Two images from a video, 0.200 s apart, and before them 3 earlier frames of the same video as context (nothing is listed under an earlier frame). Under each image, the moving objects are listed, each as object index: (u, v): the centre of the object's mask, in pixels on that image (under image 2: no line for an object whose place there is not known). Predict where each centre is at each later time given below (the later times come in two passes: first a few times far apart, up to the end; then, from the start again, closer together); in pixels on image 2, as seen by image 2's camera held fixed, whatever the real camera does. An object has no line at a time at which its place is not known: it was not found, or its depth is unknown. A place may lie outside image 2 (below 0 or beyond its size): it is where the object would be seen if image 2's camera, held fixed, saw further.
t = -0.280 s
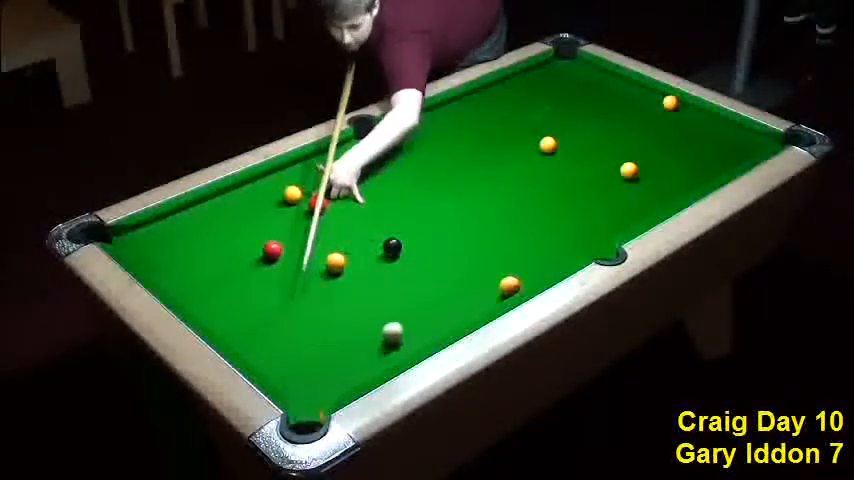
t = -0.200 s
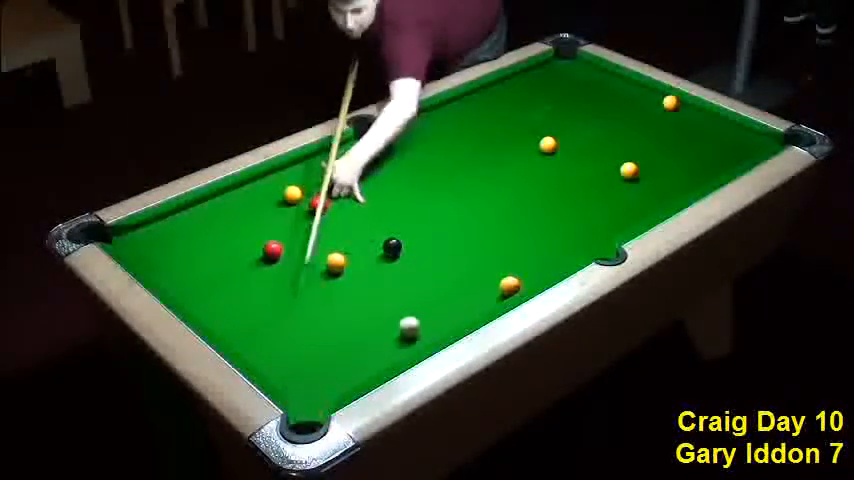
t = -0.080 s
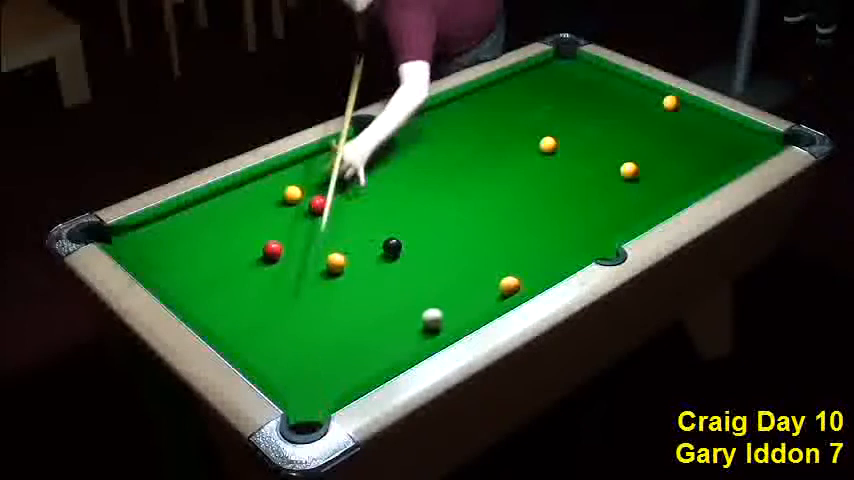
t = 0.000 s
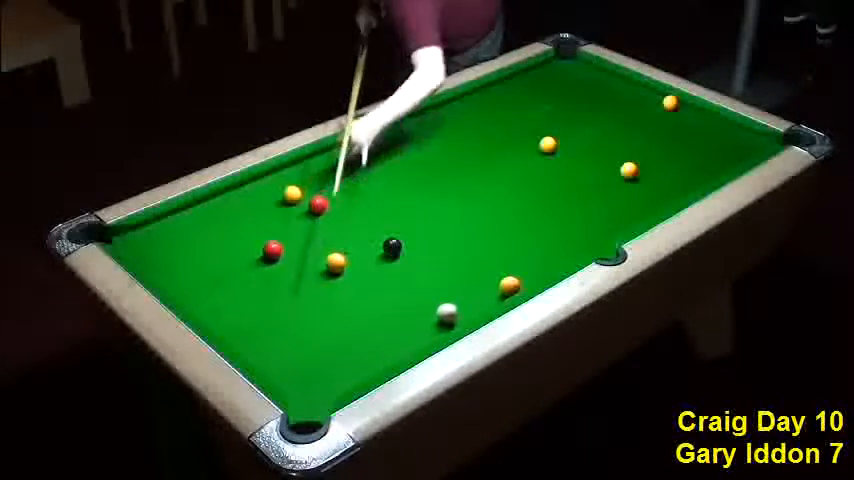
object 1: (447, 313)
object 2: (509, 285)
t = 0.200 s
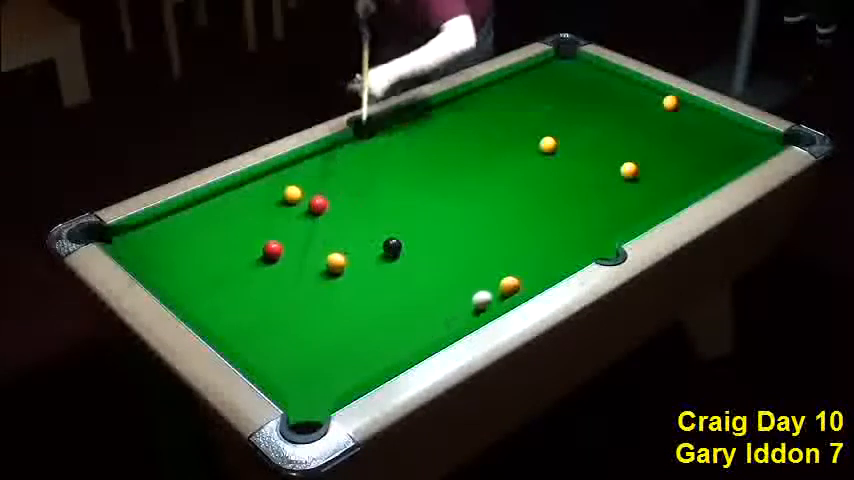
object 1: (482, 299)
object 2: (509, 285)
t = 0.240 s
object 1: (488, 297)
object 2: (509, 285)
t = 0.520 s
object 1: (500, 293)
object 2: (526, 275)
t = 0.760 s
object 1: (498, 290)
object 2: (540, 266)
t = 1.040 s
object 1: (497, 287)
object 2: (555, 258)
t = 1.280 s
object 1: (496, 287)
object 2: (565, 251)
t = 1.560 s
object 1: (496, 286)
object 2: (576, 244)
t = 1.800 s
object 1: (496, 286)
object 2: (583, 239)
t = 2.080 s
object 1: (496, 286)
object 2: (589, 235)
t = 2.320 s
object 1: (496, 286)
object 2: (594, 232)
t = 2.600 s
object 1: (496, 287)
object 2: (598, 230)
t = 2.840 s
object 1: (496, 287)
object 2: (600, 228)
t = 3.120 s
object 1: (495, 286)
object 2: (599, 228)
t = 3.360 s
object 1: (496, 286)
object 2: (600, 228)
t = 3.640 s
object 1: (495, 286)
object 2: (599, 228)
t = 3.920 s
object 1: (496, 286)
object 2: (599, 228)
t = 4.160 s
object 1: (495, 286)
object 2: (599, 228)
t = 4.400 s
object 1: (495, 286)
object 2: (599, 228)
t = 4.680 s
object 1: (495, 286)
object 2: (599, 228)
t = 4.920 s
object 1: (495, 286)
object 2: (599, 228)
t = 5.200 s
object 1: (496, 286)
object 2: (600, 228)
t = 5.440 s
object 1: (496, 286)
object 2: (600, 228)
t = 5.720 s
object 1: (496, 286)
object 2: (599, 228)
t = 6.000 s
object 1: (496, 287)
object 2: (599, 228)
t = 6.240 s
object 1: (496, 287)
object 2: (599, 228)
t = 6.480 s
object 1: (495, 286)
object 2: (600, 228)
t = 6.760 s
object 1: (495, 286)
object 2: (600, 228)
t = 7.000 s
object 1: (496, 286)
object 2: (600, 228)
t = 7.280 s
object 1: (496, 286)
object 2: (600, 228)
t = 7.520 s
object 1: (495, 286)
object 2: (600, 228)
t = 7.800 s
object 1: (495, 286)
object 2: (599, 228)
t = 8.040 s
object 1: (495, 286)
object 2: (599, 228)
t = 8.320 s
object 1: (495, 286)
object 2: (599, 228)
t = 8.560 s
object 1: (495, 286)
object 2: (599, 228)
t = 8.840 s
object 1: (495, 286)
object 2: (599, 228)
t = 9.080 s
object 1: (496, 286)
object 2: (599, 228)
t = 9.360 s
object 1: (495, 286)
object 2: (599, 228)
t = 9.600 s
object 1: (496, 286)
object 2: (599, 228)
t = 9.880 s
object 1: (496, 286)
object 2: (599, 228)
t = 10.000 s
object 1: (496, 286)
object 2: (599, 228)
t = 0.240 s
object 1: (488, 297)
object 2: (509, 285)
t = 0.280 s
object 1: (495, 294)
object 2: (510, 284)
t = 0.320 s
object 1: (496, 295)
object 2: (512, 283)
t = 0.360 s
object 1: (499, 294)
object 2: (515, 282)
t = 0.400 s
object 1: (501, 295)
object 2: (518, 280)
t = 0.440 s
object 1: (501, 294)
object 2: (520, 279)
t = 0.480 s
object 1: (501, 293)
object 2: (523, 277)
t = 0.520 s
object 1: (500, 293)
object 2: (526, 275)
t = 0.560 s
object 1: (500, 292)
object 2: (528, 274)
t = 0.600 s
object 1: (499, 292)
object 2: (531, 272)
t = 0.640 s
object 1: (499, 291)
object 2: (533, 271)
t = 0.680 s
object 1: (499, 291)
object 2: (535, 269)
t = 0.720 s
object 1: (499, 290)
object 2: (538, 268)
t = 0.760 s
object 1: (498, 290)
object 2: (540, 266)
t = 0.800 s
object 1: (498, 290)
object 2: (542, 265)
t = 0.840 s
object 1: (498, 290)
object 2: (545, 264)
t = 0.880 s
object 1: (498, 290)
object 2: (547, 262)
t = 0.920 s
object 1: (497, 289)
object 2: (549, 261)
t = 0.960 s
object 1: (497, 288)
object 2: (550, 260)
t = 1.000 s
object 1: (497, 288)
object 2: (553, 259)
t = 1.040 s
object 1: (497, 287)
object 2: (555, 258)
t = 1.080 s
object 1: (497, 287)
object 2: (557, 257)
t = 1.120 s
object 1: (497, 287)
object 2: (559, 255)
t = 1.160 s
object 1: (496, 287)
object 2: (560, 254)
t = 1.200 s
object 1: (496, 287)
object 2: (563, 253)
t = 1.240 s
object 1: (496, 287)
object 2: (564, 252)
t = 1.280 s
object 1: (496, 287)
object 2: (565, 251)
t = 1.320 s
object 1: (496, 286)
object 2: (566, 250)
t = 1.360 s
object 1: (496, 286)
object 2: (568, 249)
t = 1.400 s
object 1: (496, 286)
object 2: (569, 248)
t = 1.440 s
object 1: (496, 286)
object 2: (571, 247)
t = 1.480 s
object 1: (496, 286)
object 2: (572, 246)
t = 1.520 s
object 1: (496, 286)
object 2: (574, 245)
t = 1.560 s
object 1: (496, 286)
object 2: (576, 244)
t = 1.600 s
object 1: (496, 286)
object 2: (577, 243)
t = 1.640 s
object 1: (496, 286)
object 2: (578, 242)
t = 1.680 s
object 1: (495, 286)
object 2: (580, 242)
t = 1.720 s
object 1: (496, 286)
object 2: (581, 241)
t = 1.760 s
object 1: (496, 286)
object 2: (582, 240)
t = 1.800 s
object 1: (496, 286)
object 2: (583, 239)
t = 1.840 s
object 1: (496, 286)
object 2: (584, 239)
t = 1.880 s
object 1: (496, 286)
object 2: (585, 238)
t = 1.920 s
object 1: (496, 286)
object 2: (586, 237)
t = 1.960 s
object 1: (496, 286)
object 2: (587, 236)
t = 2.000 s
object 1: (496, 286)
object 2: (588, 236)
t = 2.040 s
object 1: (496, 286)
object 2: (589, 235)
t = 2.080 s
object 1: (496, 286)
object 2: (589, 235)
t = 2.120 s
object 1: (496, 286)
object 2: (590, 234)
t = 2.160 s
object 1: (496, 286)
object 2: (591, 234)
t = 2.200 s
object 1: (496, 286)
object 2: (592, 233)
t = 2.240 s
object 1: (496, 286)
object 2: (593, 233)
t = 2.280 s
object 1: (496, 286)
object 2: (594, 232)
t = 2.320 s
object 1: (496, 286)
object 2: (594, 232)
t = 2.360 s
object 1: (496, 286)
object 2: (595, 231)
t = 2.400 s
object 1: (496, 286)
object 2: (595, 231)
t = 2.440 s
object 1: (496, 286)
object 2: (596, 231)
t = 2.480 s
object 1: (496, 286)
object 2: (596, 230)
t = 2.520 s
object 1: (496, 286)
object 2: (597, 230)
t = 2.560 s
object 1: (496, 287)
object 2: (597, 230)
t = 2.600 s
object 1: (496, 287)
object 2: (598, 230)
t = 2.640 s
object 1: (496, 286)
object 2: (599, 229)
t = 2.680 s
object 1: (496, 286)
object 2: (599, 229)
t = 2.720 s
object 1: (496, 286)
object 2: (599, 229)
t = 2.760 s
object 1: (496, 286)
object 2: (599, 229)
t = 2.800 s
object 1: (496, 286)
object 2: (599, 229)
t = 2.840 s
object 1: (496, 287)
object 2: (600, 228)
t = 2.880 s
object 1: (496, 287)
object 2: (600, 228)
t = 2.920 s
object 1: (496, 287)
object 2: (600, 228)
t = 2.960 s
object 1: (496, 286)
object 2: (600, 228)
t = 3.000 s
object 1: (496, 286)
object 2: (600, 228)
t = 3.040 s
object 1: (496, 286)
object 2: (600, 228)
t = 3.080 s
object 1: (496, 286)
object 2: (600, 228)
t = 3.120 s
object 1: (495, 286)
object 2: (599, 228)
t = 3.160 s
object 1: (496, 286)
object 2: (600, 228)
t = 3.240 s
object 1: (496, 286)
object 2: (600, 228)
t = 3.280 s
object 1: (496, 286)
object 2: (600, 228)
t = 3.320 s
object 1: (496, 286)
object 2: (600, 228)
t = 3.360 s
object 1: (496, 286)
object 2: (600, 228)
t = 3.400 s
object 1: (496, 286)
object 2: (600, 228)
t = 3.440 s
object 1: (496, 286)
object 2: (600, 228)
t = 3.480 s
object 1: (496, 286)
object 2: (600, 228)
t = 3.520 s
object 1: (496, 286)
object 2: (600, 228)
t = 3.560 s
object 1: (496, 286)
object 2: (600, 228)
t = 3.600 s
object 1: (495, 286)
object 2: (599, 228)
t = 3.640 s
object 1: (495, 286)
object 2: (599, 228)
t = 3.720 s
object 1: (495, 286)
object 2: (599, 228)
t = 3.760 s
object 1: (496, 286)
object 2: (599, 228)
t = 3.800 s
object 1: (496, 286)
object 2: (599, 228)
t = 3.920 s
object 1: (496, 286)
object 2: (599, 228)
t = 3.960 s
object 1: (496, 286)
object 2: (599, 228)
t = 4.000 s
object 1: (496, 286)
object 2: (599, 228)
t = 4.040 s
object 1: (496, 286)
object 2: (599, 228)
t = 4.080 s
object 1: (495, 286)
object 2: (599, 228)
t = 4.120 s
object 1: (495, 286)
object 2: (599, 228)
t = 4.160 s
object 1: (495, 286)
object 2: (599, 228)
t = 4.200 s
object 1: (496, 286)
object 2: (599, 228)
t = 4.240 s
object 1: (496, 286)
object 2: (599, 228)
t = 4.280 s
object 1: (495, 286)
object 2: (599, 228)
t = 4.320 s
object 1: (495, 286)
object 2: (599, 228)
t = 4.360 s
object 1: (495, 286)
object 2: (599, 228)
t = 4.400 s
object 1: (495, 286)
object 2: (599, 228)
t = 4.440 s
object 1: (496, 286)
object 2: (599, 228)
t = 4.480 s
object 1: (496, 286)
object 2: (599, 228)
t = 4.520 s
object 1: (496, 286)
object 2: (599, 228)
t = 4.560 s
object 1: (495, 286)
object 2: (599, 228)
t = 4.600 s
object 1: (495, 286)
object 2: (599, 228)
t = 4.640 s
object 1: (495, 286)
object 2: (599, 228)
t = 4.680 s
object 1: (495, 286)
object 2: (599, 228)
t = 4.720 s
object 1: (495, 286)
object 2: (599, 228)
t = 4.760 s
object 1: (495, 286)
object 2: (599, 228)
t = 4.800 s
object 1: (495, 286)
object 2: (599, 228)
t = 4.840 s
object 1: (495, 286)
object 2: (599, 228)
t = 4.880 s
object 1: (495, 286)
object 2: (599, 228)
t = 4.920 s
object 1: (495, 286)
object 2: (599, 228)
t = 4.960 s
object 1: (495, 286)
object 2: (599, 228)
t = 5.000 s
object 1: (495, 286)
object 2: (599, 228)
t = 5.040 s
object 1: (495, 286)
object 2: (600, 228)
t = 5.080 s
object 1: (496, 286)
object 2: (600, 228)
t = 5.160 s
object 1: (496, 286)
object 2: (600, 228)
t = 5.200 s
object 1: (496, 286)
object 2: (600, 228)
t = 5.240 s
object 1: (496, 286)
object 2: (600, 228)
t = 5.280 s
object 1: (496, 286)
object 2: (600, 228)
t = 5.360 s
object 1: (496, 286)
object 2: (600, 228)
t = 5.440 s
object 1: (496, 286)
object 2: (600, 228)
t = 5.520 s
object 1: (495, 286)
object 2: (599, 228)
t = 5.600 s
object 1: (496, 286)
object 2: (600, 228)
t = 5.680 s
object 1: (496, 286)
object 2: (600, 228)
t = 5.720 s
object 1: (496, 286)
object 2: (599, 228)
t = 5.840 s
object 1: (496, 287)
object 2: (599, 228)
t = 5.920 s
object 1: (496, 287)
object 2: (599, 228)
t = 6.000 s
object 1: (496, 287)
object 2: (599, 228)
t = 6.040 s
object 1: (496, 287)
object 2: (599, 228)
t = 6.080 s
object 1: (496, 287)
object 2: (599, 228)
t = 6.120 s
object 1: (496, 287)
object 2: (599, 228)
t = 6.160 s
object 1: (496, 287)
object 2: (599, 228)
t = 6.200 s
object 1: (496, 287)
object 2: (599, 228)
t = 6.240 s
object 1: (496, 287)
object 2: (599, 228)
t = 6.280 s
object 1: (496, 286)
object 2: (599, 228)
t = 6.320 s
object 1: (496, 286)
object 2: (599, 228)
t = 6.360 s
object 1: (495, 287)
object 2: (600, 228)
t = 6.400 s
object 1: (495, 286)
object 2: (600, 228)
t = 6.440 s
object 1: (495, 286)
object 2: (600, 228)
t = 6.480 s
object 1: (495, 286)
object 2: (600, 228)
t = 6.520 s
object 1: (495, 286)
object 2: (600, 228)
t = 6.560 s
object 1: (496, 286)
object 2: (600, 228)
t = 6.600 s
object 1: (495, 286)
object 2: (600, 228)
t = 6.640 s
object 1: (495, 286)
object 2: (600, 228)
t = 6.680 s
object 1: (495, 286)
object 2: (600, 228)
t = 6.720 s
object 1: (495, 286)
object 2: (600, 228)
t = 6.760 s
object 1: (495, 286)
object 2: (600, 228)
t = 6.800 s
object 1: (495, 286)
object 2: (600, 228)
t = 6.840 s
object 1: (495, 286)
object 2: (600, 228)
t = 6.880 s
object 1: (495, 286)
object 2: (600, 228)
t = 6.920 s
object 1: (495, 286)
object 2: (600, 228)
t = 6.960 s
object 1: (495, 286)
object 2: (599, 228)
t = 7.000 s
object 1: (496, 286)
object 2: (600, 228)
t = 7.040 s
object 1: (496, 286)
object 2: (600, 228)
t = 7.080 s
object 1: (496, 286)
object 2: (600, 228)
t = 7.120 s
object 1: (496, 286)
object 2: (600, 228)
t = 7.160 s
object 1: (496, 286)
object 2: (600, 228)
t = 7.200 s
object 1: (496, 286)
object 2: (600, 228)
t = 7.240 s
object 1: (496, 286)
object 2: (600, 228)
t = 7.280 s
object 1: (496, 286)
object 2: (600, 228)
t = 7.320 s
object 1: (495, 286)
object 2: (600, 228)
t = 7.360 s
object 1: (496, 286)
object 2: (600, 228)
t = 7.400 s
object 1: (496, 286)
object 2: (600, 228)
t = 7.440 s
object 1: (495, 286)
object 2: (599, 228)
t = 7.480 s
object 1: (495, 286)
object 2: (600, 228)
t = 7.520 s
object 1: (495, 286)
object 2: (600, 228)
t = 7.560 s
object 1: (495, 286)
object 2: (600, 228)
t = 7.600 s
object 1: (495, 286)
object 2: (600, 228)
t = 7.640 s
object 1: (495, 286)
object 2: (599, 228)
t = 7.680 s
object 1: (495, 286)
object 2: (599, 228)
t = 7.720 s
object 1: (495, 286)
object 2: (599, 228)
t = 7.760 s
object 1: (495, 286)
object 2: (599, 228)
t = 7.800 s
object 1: (495, 286)
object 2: (599, 228)
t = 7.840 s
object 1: (495, 286)
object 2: (599, 228)
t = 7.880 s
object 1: (495, 286)
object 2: (599, 228)
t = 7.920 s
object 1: (495, 286)
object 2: (599, 228)
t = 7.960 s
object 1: (495, 286)
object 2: (599, 228)
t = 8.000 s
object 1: (495, 286)
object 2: (599, 228)
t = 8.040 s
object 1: (495, 286)
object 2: (599, 228)
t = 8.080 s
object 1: (495, 286)
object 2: (599, 228)
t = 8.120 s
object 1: (495, 286)
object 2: (599, 228)
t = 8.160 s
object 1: (495, 286)
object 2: (599, 228)
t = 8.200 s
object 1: (496, 286)
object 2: (599, 228)
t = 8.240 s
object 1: (496, 286)
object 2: (599, 228)
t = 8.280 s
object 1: (495, 286)
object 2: (599, 228)
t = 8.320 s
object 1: (495, 286)
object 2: (599, 228)
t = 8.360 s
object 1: (495, 286)
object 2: (599, 228)
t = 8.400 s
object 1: (495, 286)
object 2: (600, 228)
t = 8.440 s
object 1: (495, 286)
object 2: (599, 228)
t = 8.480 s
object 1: (495, 286)
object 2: (600, 228)
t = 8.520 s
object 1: (495, 286)
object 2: (599, 228)
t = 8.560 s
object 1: (495, 286)
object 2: (599, 228)
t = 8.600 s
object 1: (495, 286)
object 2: (599, 228)
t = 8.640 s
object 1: (495, 286)
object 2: (599, 228)
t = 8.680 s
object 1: (495, 286)
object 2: (599, 228)
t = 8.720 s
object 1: (495, 286)
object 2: (599, 228)
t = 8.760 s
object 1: (495, 286)
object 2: (599, 228)
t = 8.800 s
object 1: (495, 286)
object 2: (599, 228)
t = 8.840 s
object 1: (495, 286)
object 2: (599, 228)
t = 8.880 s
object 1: (495, 286)
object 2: (599, 228)
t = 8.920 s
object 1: (496, 286)
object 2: (600, 228)
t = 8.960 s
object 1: (496, 286)
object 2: (599, 228)
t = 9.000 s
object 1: (496, 286)
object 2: (599, 228)
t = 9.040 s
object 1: (496, 286)
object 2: (599, 228)
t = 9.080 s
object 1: (496, 286)
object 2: (599, 228)
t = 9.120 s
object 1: (496, 286)
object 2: (599, 228)
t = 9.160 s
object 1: (496, 286)
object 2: (599, 228)
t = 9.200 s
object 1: (496, 286)
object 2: (599, 228)
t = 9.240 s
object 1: (496, 286)
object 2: (599, 228)
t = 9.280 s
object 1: (496, 286)
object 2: (599, 228)
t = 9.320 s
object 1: (496, 286)
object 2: (599, 228)
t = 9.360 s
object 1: (495, 286)
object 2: (599, 228)
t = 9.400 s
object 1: (496, 286)
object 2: (599, 228)
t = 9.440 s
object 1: (496, 286)
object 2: (599, 228)
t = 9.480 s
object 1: (496, 286)
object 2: (599, 228)
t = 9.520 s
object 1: (496, 286)
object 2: (600, 228)
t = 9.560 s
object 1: (496, 286)
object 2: (599, 228)
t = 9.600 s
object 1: (496, 286)
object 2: (599, 228)
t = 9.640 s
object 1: (496, 286)
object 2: (599, 228)
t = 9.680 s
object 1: (496, 286)
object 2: (599, 228)
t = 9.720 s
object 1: (496, 286)
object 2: (599, 228)
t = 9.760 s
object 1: (496, 286)
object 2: (599, 228)
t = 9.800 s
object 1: (496, 286)
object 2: (599, 228)
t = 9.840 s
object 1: (496, 286)
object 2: (599, 228)
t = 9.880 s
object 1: (496, 286)
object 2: (599, 228)
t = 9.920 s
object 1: (496, 286)
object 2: (599, 228)
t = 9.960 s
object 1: (496, 286)
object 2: (599, 228)
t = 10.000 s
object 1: (496, 286)
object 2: (599, 228)
